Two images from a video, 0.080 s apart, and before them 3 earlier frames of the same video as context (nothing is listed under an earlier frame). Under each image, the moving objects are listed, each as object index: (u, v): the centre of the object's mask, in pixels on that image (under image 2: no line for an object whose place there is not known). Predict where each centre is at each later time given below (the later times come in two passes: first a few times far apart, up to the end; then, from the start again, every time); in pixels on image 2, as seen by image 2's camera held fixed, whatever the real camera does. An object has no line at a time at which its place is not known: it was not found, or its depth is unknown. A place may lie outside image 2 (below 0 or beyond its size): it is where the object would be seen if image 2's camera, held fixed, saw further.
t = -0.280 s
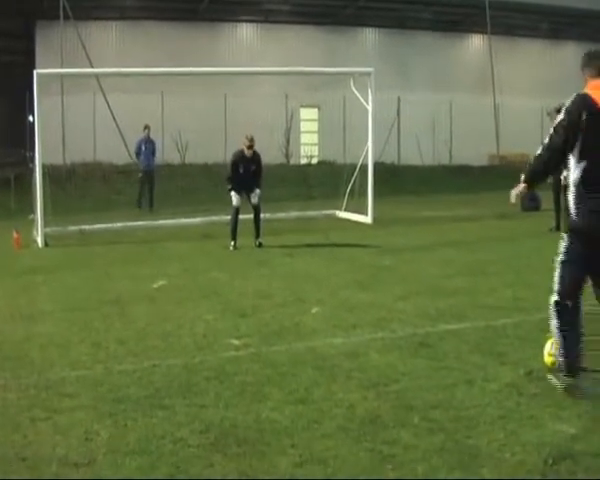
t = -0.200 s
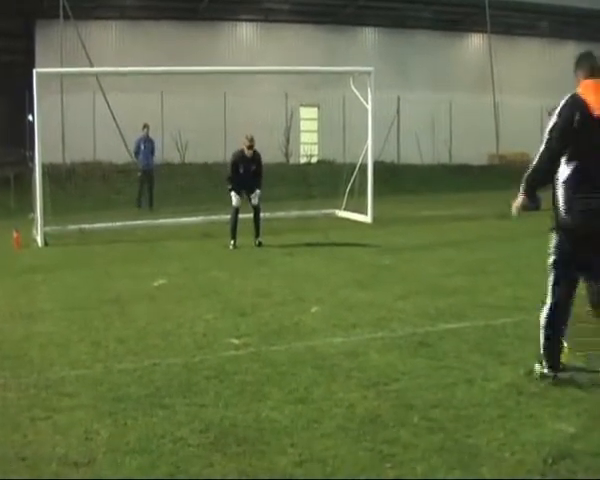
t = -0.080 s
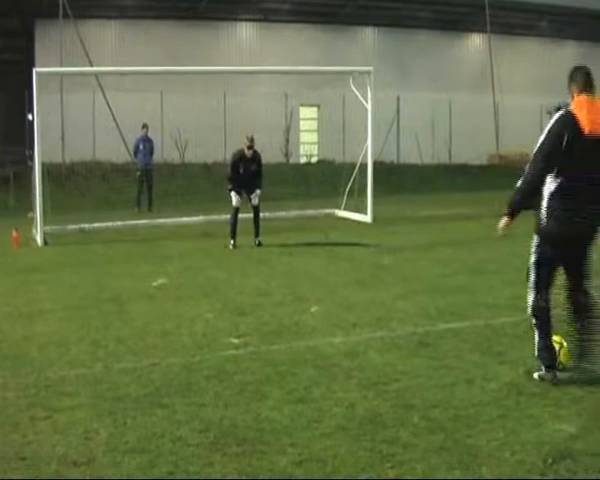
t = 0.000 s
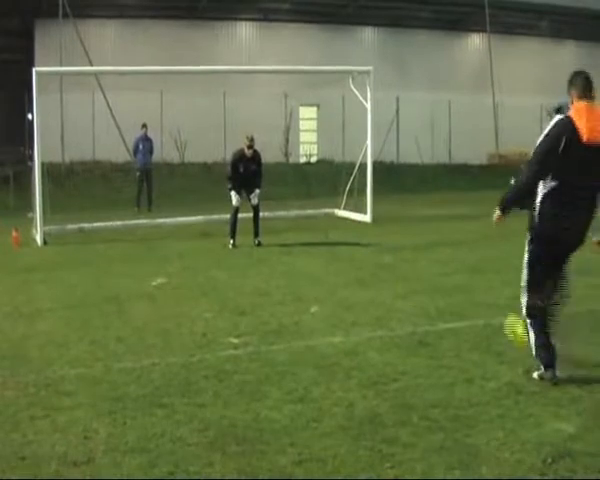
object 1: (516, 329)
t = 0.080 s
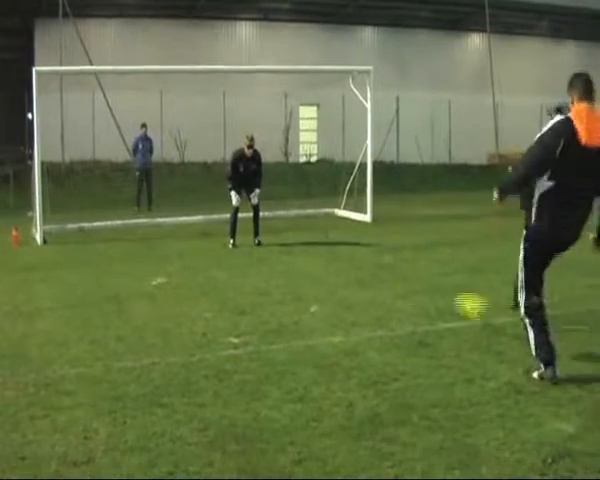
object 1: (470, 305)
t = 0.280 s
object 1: (386, 275)
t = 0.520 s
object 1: (327, 251)
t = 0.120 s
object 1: (450, 299)
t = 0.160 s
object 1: (431, 295)
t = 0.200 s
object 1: (413, 291)
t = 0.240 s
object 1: (399, 283)
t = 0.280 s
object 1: (386, 275)
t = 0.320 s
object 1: (373, 270)
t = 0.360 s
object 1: (362, 267)
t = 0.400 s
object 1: (352, 266)
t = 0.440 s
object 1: (343, 259)
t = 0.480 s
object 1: (335, 254)
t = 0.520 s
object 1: (327, 251)
